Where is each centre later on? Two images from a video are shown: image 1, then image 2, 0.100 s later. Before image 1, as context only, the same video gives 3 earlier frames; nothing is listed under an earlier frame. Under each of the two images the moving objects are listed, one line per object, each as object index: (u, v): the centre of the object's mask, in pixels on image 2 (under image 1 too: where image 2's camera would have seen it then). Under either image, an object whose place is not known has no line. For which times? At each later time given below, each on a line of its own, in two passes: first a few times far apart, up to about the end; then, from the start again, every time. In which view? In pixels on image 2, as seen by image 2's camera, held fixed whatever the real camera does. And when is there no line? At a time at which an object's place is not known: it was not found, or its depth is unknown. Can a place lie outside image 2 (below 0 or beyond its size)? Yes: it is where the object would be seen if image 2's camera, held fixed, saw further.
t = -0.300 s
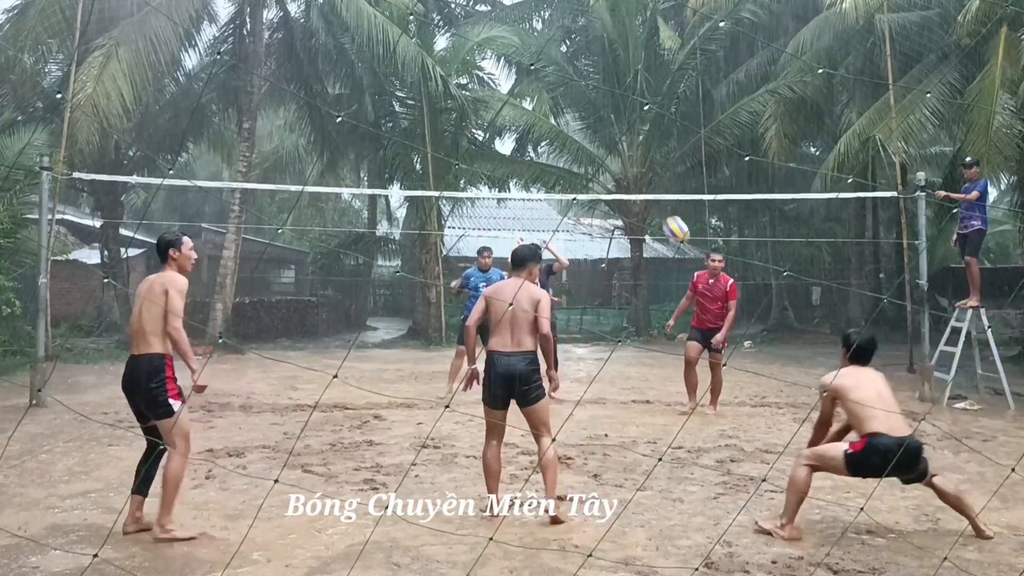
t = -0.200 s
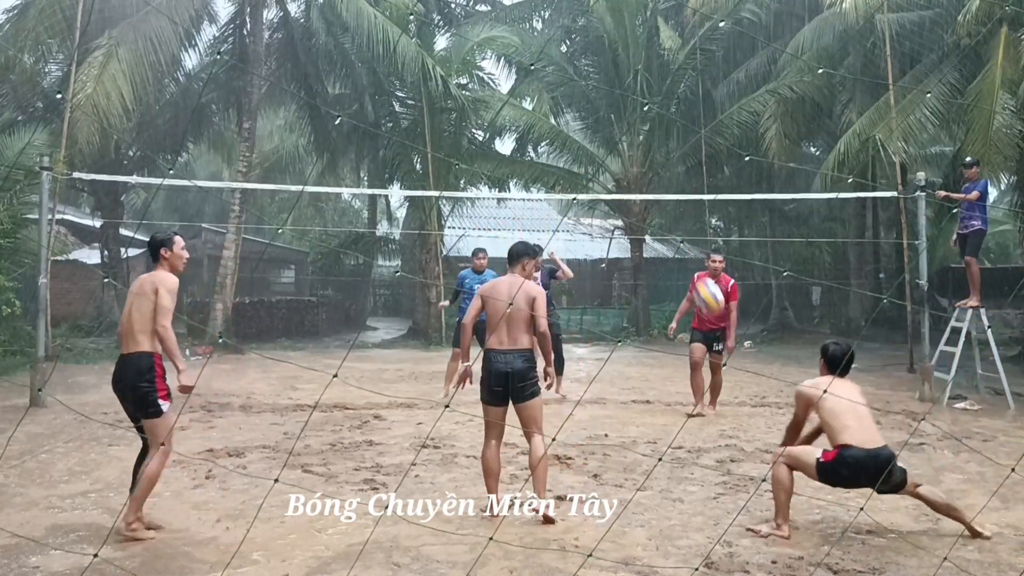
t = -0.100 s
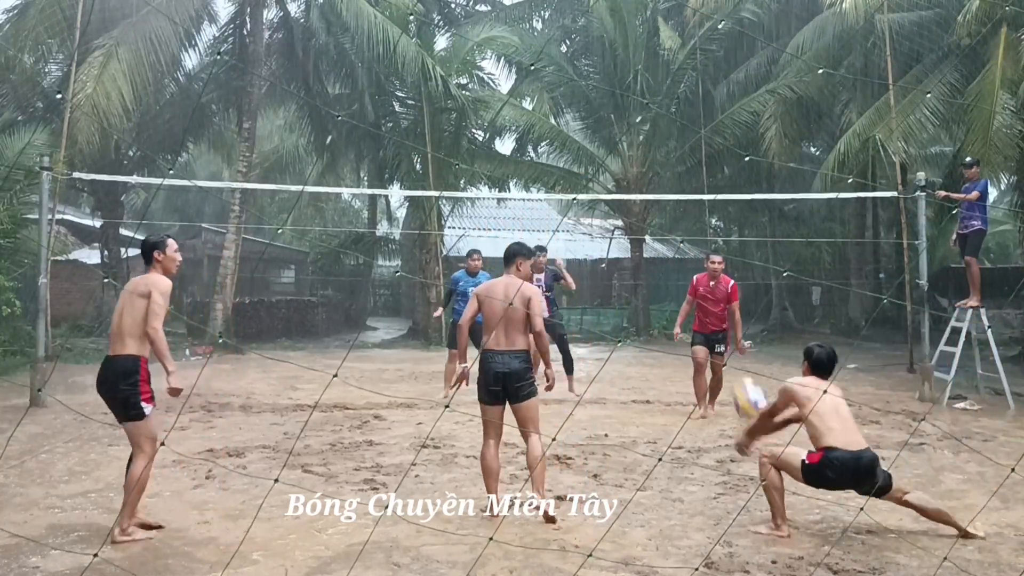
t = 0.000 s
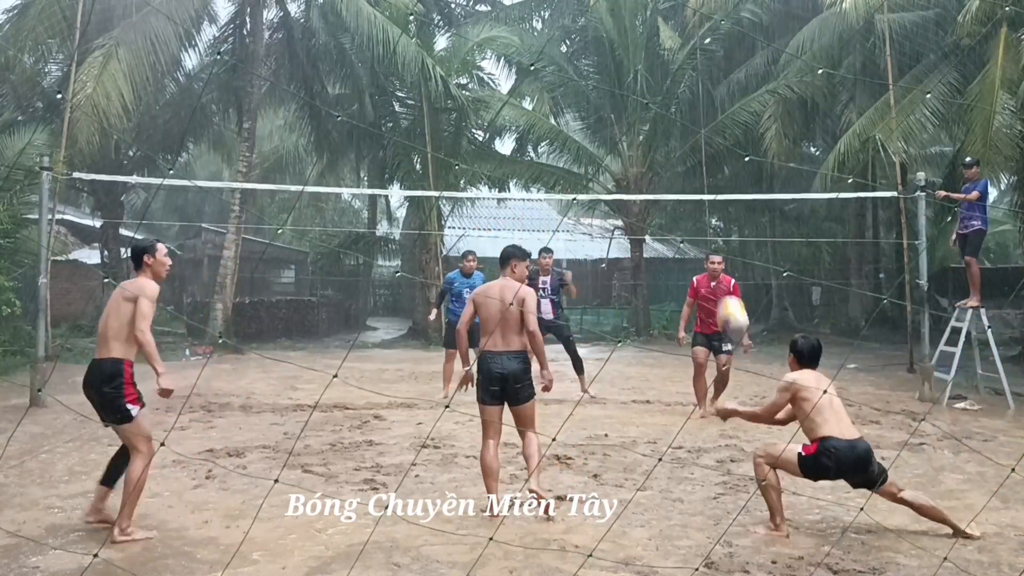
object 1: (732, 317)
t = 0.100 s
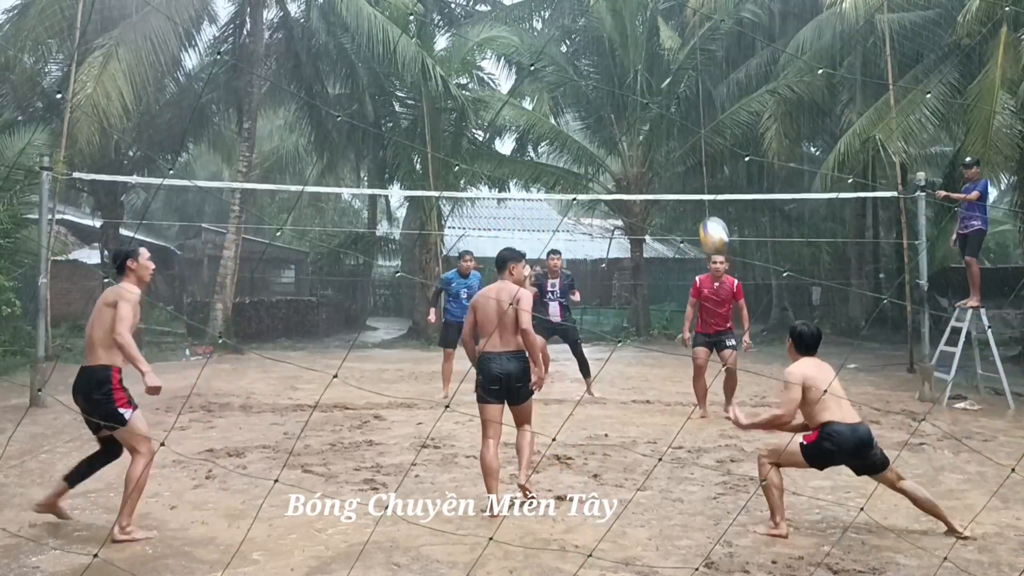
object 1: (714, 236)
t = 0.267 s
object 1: (689, 148)
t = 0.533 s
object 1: (656, 95)
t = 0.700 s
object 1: (640, 102)
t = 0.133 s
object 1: (708, 213)
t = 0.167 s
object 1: (703, 194)
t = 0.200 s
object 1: (698, 176)
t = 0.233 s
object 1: (693, 160)
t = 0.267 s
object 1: (689, 148)
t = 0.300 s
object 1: (685, 135)
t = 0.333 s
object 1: (680, 125)
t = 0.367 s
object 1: (675, 116)
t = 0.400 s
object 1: (671, 109)
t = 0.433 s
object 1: (667, 104)
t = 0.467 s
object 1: (664, 99)
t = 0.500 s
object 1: (660, 97)
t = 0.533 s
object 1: (656, 95)
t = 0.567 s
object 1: (653, 95)
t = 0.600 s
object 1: (651, 94)
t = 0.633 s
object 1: (647, 96)
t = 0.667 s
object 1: (644, 100)
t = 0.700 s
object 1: (640, 102)
